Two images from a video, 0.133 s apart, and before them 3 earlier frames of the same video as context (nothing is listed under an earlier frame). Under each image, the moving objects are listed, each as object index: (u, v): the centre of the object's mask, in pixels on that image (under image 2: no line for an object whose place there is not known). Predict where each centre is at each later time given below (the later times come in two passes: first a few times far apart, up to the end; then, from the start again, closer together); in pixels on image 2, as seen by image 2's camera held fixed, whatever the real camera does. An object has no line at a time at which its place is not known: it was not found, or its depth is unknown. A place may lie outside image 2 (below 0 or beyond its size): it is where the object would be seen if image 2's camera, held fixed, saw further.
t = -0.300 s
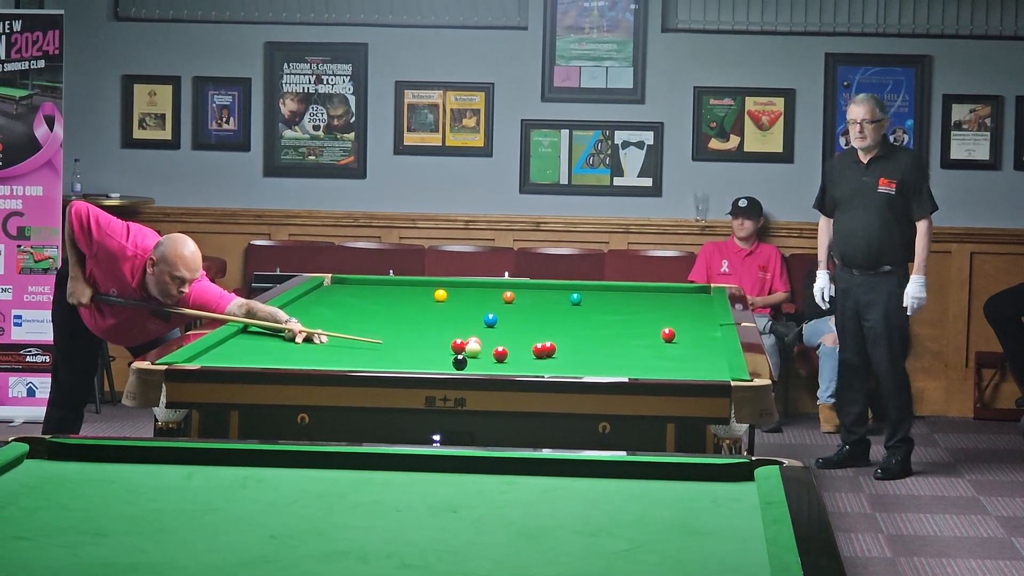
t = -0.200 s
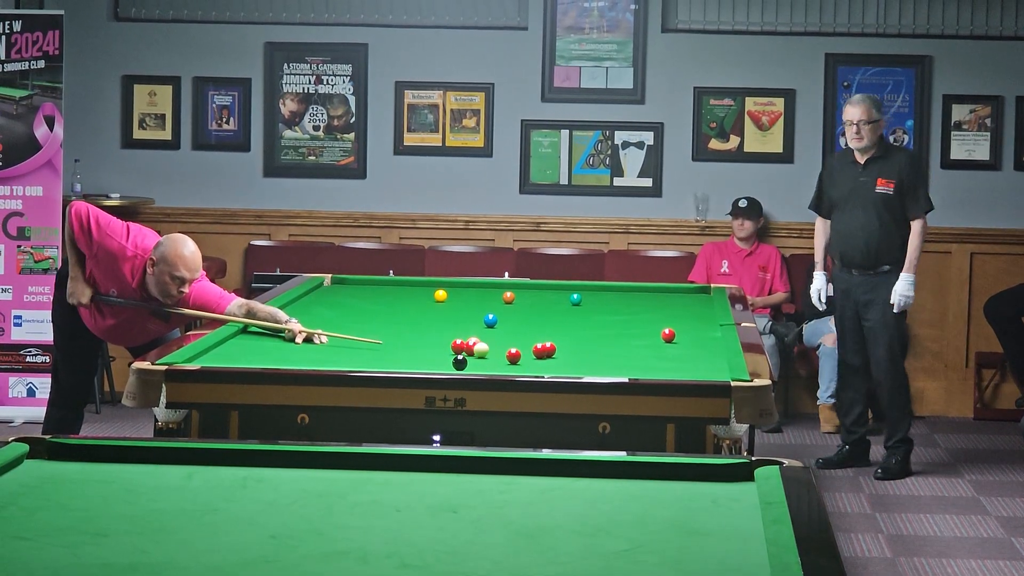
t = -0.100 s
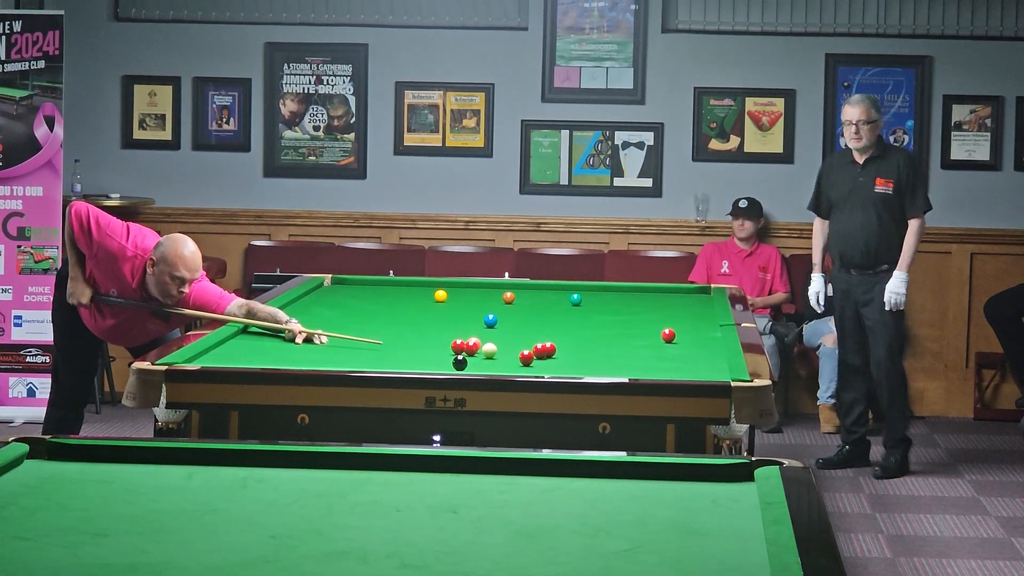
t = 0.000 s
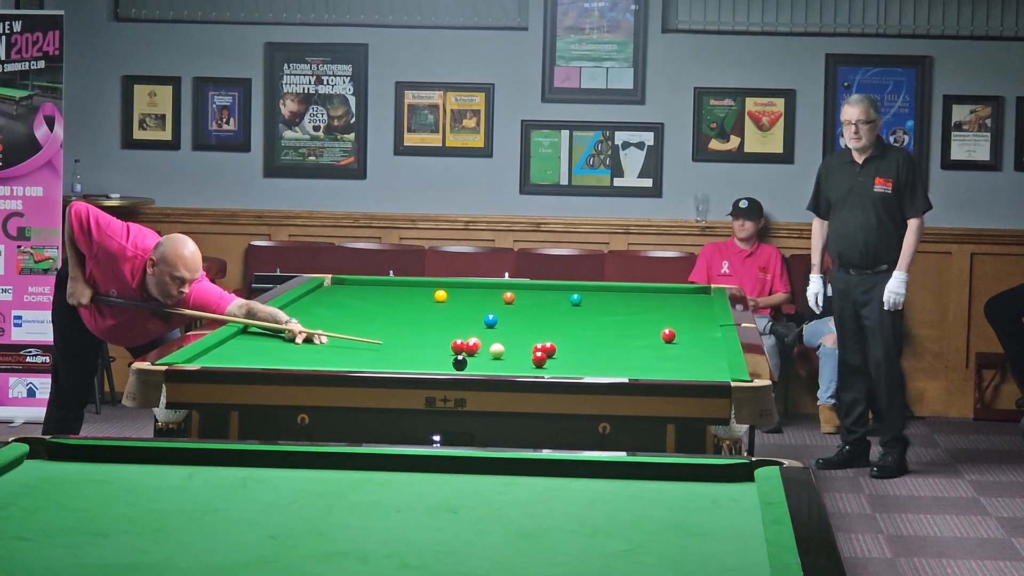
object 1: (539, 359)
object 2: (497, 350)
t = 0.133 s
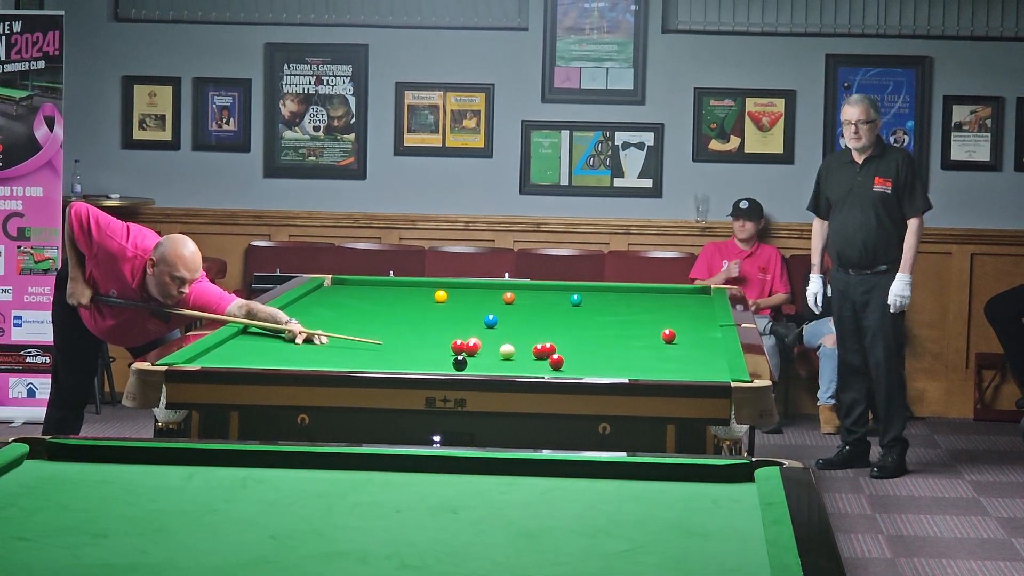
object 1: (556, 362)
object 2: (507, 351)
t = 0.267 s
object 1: (573, 364)
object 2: (516, 352)
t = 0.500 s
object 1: (602, 367)
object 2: (531, 353)
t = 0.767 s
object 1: (635, 370)
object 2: (541, 353)
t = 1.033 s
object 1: (667, 373)
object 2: (549, 354)
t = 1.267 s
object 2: (556, 355)
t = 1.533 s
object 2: (563, 355)
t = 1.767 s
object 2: (567, 356)
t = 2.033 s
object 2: (571, 356)
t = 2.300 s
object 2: (574, 356)
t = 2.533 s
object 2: (575, 357)
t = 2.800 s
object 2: (576, 357)
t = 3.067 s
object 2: (576, 357)
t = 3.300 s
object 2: (576, 357)
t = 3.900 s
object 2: (576, 356)
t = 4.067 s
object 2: (576, 357)
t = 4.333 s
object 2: (576, 357)
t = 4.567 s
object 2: (576, 357)
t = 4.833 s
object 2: (576, 357)
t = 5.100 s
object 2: (576, 357)
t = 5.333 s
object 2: (576, 357)
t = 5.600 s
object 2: (576, 357)
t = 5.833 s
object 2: (576, 357)
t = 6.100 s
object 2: (576, 357)
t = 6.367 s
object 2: (576, 357)
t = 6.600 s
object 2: (576, 357)
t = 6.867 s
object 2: (576, 357)
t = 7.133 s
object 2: (576, 357)
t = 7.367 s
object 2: (576, 357)
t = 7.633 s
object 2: (576, 357)
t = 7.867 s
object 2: (576, 357)
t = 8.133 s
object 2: (576, 357)
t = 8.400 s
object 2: (576, 357)
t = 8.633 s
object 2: (576, 357)
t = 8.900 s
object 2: (576, 357)
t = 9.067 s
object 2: (576, 357)
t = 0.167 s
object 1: (560, 362)
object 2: (509, 352)
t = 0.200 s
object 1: (564, 363)
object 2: (512, 352)
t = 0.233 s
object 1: (569, 364)
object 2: (514, 352)
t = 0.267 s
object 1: (573, 364)
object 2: (516, 352)
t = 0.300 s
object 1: (577, 364)
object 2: (519, 352)
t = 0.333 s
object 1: (581, 365)
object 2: (521, 352)
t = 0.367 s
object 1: (585, 366)
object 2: (523, 352)
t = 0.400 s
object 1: (589, 366)
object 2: (526, 352)
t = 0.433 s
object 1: (594, 366)
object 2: (528, 352)
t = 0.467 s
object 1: (598, 367)
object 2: (529, 353)
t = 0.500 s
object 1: (602, 367)
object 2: (531, 353)
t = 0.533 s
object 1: (606, 368)
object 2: (532, 353)
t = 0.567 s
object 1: (610, 368)
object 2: (533, 353)
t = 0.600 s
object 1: (614, 369)
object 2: (534, 353)
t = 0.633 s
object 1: (618, 369)
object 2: (536, 353)
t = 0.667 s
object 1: (623, 369)
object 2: (537, 353)
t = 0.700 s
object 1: (626, 370)
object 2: (538, 354)
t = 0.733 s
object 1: (631, 370)
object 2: (539, 354)
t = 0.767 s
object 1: (635, 370)
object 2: (541, 353)
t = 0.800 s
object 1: (639, 371)
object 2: (542, 354)
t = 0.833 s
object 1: (643, 371)
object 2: (543, 354)
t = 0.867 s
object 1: (647, 371)
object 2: (544, 354)
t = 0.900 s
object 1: (651, 372)
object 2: (545, 354)
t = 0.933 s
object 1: (655, 372)
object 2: (546, 354)
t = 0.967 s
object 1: (659, 372)
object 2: (547, 354)
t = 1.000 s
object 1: (663, 373)
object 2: (548, 354)
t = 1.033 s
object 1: (667, 373)
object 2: (549, 354)
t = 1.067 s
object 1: (671, 373)
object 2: (550, 355)
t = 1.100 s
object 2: (551, 355)
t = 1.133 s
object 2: (552, 355)
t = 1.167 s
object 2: (553, 355)
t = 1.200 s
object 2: (554, 355)
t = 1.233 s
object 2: (555, 355)
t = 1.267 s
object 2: (556, 355)
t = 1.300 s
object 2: (557, 355)
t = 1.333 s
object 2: (558, 355)
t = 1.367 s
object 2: (559, 355)
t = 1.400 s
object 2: (559, 355)
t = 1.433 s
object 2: (560, 355)
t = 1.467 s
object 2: (561, 355)
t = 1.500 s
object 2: (562, 355)
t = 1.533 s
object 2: (563, 355)
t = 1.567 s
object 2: (563, 355)
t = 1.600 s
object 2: (564, 356)
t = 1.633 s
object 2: (565, 355)
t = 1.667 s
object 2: (566, 356)
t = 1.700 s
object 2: (566, 356)
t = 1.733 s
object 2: (566, 356)
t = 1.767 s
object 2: (567, 356)
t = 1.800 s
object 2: (568, 356)
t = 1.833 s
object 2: (569, 356)
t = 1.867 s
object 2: (569, 356)
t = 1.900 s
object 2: (570, 356)
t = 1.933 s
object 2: (570, 356)
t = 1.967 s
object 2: (570, 356)
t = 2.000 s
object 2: (571, 356)
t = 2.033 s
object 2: (571, 356)
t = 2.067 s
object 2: (572, 356)
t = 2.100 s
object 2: (572, 356)
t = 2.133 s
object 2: (573, 356)
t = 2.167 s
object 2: (573, 356)
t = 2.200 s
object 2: (573, 356)
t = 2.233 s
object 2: (574, 356)
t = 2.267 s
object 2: (574, 356)
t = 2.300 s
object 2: (574, 356)
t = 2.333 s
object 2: (574, 356)
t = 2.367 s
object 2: (575, 356)
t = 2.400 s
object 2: (575, 357)
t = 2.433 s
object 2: (575, 357)
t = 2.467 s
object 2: (575, 357)
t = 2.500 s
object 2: (575, 357)
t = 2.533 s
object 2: (575, 357)
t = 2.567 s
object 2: (575, 357)
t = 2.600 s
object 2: (576, 357)
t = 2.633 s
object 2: (576, 357)
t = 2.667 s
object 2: (576, 357)
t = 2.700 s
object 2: (576, 357)
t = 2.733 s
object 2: (576, 357)
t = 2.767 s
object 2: (576, 357)
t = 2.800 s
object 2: (576, 357)
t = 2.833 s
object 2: (576, 357)
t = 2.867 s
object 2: (576, 357)
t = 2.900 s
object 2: (576, 357)
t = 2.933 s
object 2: (576, 357)
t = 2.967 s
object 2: (576, 357)
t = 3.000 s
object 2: (576, 357)
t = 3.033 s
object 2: (576, 357)
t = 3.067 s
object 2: (576, 357)
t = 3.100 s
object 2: (576, 357)
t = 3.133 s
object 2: (576, 357)
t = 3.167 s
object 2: (576, 357)
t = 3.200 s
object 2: (576, 357)
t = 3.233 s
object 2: (576, 357)
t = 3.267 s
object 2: (576, 357)
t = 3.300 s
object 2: (576, 357)
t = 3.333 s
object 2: (576, 357)
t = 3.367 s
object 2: (576, 357)
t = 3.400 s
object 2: (576, 357)
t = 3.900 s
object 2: (576, 356)
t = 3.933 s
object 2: (576, 357)
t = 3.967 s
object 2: (576, 357)
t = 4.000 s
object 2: (576, 356)
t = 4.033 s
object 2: (576, 356)
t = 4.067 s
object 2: (576, 357)
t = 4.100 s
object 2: (576, 357)
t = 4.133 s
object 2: (576, 357)
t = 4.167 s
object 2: (576, 357)
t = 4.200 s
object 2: (576, 357)
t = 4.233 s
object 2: (576, 357)
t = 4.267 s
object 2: (576, 357)
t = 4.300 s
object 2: (576, 357)
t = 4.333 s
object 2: (576, 357)
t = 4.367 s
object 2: (576, 357)
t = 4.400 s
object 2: (576, 357)
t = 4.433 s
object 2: (576, 357)
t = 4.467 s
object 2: (576, 357)
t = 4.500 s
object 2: (576, 357)
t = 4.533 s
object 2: (576, 357)
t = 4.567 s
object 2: (576, 357)
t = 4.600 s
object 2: (576, 357)
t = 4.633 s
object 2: (576, 357)
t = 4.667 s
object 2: (576, 357)
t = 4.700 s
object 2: (576, 357)
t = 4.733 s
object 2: (576, 357)
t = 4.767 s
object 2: (576, 357)
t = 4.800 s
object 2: (576, 357)
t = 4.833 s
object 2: (576, 357)
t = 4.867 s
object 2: (576, 357)
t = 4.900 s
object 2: (576, 357)
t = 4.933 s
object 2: (576, 357)
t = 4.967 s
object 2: (576, 357)
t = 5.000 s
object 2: (576, 357)
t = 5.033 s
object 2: (576, 357)
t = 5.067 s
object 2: (576, 357)
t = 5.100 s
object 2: (576, 357)
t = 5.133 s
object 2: (576, 357)
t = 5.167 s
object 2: (576, 357)
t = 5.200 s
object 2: (576, 357)
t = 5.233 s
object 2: (576, 357)
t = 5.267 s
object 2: (576, 357)
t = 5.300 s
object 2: (576, 357)
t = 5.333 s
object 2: (576, 357)
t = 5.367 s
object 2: (576, 357)
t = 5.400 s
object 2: (576, 357)
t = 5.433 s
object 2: (576, 357)
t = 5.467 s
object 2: (576, 357)
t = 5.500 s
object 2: (576, 357)
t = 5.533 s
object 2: (576, 357)
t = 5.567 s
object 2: (576, 357)
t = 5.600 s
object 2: (576, 357)
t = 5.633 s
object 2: (576, 357)
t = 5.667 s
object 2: (576, 357)
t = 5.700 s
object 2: (576, 357)
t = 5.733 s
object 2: (576, 357)
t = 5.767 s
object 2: (576, 357)
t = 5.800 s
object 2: (576, 357)
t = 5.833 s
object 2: (576, 357)
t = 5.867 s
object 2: (576, 357)
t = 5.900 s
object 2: (576, 357)
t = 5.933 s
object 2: (576, 357)
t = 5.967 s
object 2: (576, 357)
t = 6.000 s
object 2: (576, 357)
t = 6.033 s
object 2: (576, 357)
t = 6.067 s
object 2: (576, 357)
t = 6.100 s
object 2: (576, 357)
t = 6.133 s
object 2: (576, 357)
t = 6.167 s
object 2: (576, 357)
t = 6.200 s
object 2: (576, 357)
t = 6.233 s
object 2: (576, 357)
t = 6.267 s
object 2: (576, 357)
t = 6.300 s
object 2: (576, 357)
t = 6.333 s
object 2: (576, 357)
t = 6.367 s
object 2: (576, 357)
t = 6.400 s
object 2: (576, 357)
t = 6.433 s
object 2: (576, 357)
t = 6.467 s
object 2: (576, 357)
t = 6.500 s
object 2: (576, 357)
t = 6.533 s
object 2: (576, 357)
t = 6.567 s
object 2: (576, 357)
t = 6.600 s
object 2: (576, 357)
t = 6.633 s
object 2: (576, 357)
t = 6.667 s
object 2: (576, 357)
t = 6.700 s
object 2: (576, 357)
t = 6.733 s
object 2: (576, 357)
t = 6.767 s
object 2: (576, 357)
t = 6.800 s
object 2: (576, 357)
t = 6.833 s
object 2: (576, 357)
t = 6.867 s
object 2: (576, 357)
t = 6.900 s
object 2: (576, 357)
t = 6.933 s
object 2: (576, 357)
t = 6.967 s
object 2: (576, 357)
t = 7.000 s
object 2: (576, 357)
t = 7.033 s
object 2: (576, 357)
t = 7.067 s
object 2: (576, 357)
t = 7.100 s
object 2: (576, 357)
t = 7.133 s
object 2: (576, 357)
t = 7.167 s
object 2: (576, 357)
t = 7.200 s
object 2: (576, 357)
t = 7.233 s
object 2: (576, 357)
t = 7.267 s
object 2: (576, 357)
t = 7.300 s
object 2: (576, 357)
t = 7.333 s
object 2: (576, 357)
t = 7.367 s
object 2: (576, 357)
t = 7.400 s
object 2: (576, 357)
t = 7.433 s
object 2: (576, 357)
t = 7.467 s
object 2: (576, 357)
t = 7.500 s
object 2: (576, 357)
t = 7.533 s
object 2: (576, 357)
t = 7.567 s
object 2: (576, 357)
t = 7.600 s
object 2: (576, 357)
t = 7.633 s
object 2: (576, 357)
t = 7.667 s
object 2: (576, 357)
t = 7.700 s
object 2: (576, 357)
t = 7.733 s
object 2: (576, 357)
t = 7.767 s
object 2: (576, 357)
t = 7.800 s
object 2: (576, 357)
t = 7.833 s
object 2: (576, 357)
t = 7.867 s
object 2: (576, 357)
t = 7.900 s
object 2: (576, 357)
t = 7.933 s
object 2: (576, 357)
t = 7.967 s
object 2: (576, 357)
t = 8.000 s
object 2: (576, 357)
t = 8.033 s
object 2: (576, 357)
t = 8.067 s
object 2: (576, 357)
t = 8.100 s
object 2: (576, 357)
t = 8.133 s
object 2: (576, 357)
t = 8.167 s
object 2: (576, 357)
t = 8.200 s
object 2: (576, 357)
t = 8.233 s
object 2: (576, 357)
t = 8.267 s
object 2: (576, 357)
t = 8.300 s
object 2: (576, 357)
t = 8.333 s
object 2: (576, 357)
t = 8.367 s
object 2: (576, 357)
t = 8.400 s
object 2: (576, 357)
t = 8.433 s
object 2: (576, 357)
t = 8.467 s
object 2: (576, 357)
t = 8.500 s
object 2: (576, 357)
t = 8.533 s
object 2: (576, 357)
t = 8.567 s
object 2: (576, 357)
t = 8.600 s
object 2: (576, 357)
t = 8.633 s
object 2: (576, 357)
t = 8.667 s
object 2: (576, 357)
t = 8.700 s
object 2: (576, 357)
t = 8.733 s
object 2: (576, 357)
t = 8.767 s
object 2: (576, 357)
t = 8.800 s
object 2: (576, 357)
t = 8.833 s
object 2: (576, 357)
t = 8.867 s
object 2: (576, 357)
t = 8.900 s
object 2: (576, 357)
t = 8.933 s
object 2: (576, 357)
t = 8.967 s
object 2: (576, 357)
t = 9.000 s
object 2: (576, 357)
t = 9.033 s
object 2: (576, 357)
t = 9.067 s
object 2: (576, 357)
